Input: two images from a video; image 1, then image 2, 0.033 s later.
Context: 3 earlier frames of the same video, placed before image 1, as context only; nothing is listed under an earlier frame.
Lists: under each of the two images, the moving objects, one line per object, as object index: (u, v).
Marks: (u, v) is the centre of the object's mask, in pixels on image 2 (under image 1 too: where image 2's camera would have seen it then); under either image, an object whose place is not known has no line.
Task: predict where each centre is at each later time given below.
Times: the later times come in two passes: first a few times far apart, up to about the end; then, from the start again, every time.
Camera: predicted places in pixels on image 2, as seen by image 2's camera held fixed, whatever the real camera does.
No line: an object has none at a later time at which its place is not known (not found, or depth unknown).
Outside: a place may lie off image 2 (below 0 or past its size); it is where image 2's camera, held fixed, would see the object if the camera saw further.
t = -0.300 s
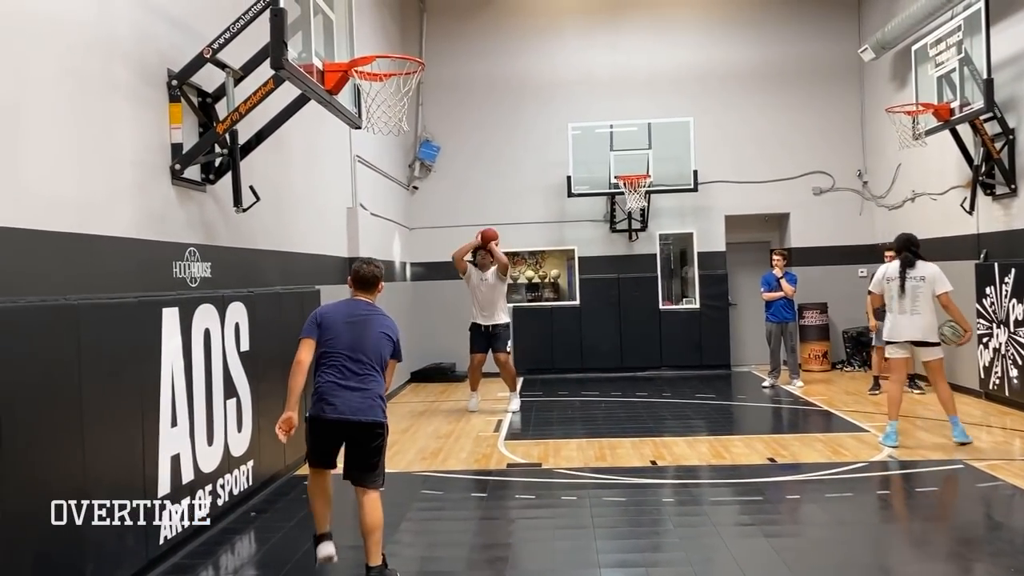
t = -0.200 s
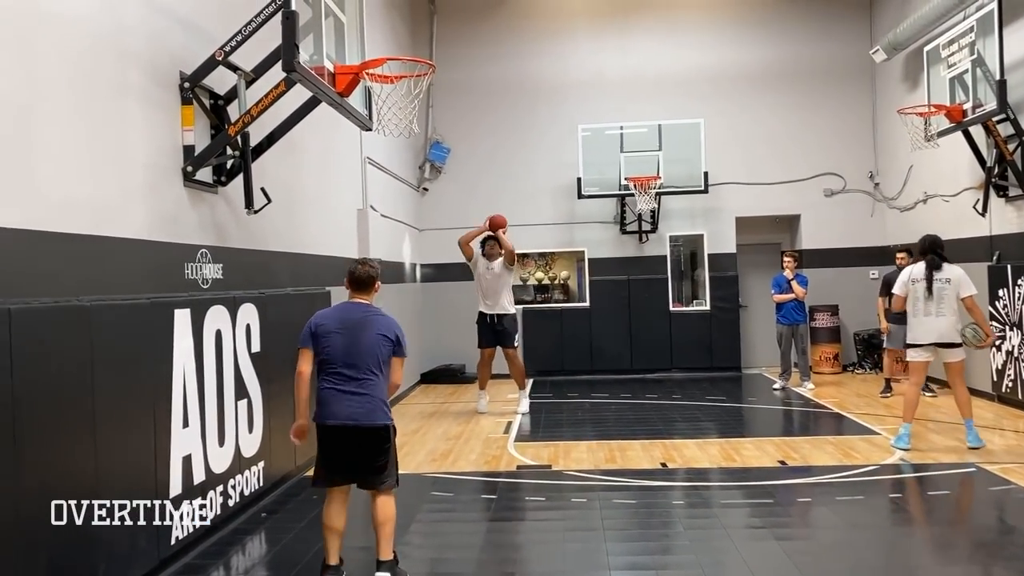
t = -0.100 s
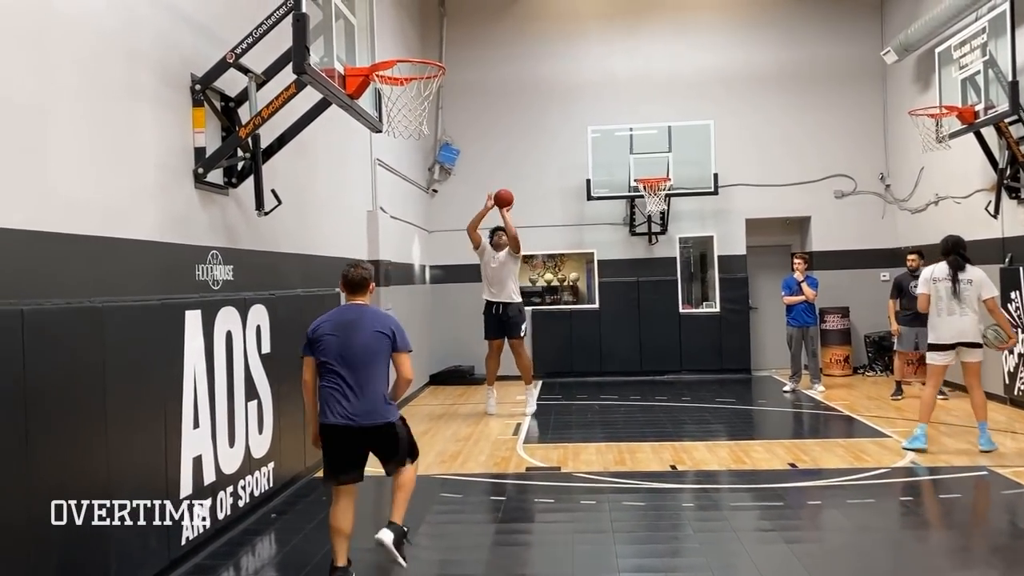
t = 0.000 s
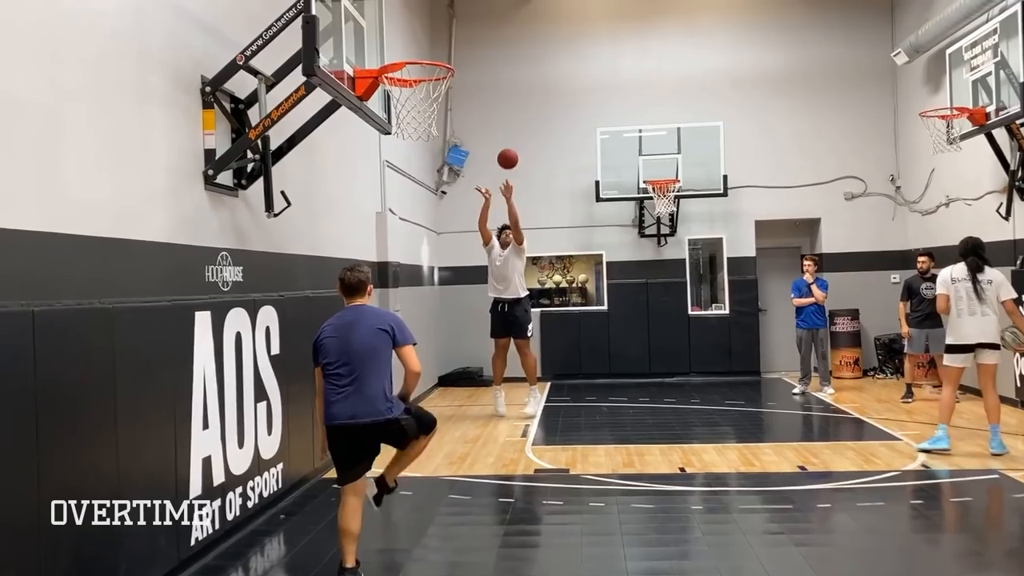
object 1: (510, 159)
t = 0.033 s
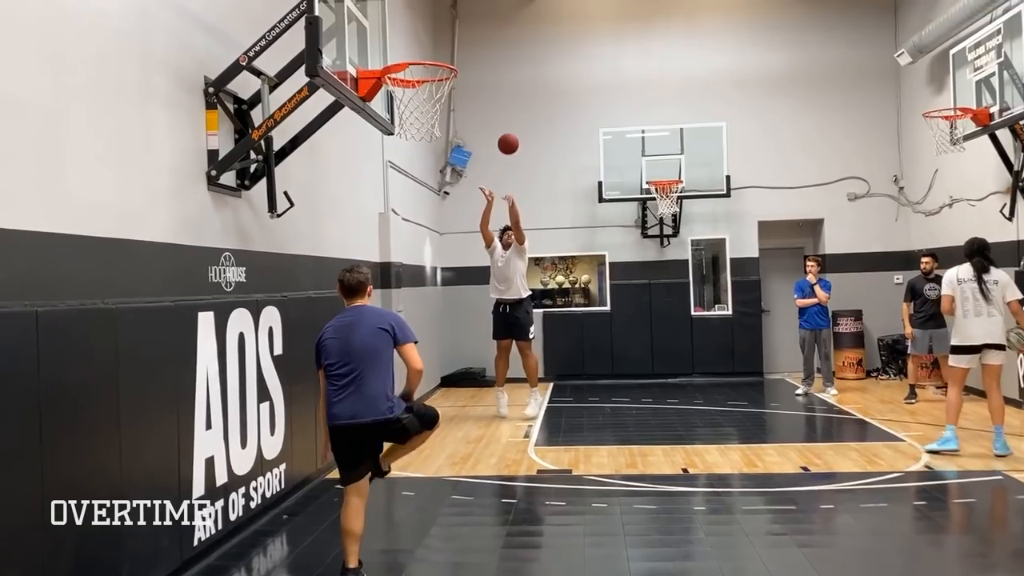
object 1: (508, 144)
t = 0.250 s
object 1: (494, 56)
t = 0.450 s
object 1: (481, 3)
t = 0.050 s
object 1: (507, 136)
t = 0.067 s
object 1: (506, 129)
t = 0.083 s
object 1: (505, 121)
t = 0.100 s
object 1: (504, 115)
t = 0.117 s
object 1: (503, 108)
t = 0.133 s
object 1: (502, 101)
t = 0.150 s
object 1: (501, 94)
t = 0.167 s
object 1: (500, 88)
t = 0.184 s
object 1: (499, 81)
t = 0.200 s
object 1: (497, 75)
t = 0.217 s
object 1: (496, 69)
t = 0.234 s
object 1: (495, 62)
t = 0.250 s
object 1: (494, 56)
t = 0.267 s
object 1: (493, 51)
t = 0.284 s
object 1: (492, 45)
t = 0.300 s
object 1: (491, 40)
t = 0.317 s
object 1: (490, 35)
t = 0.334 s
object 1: (489, 30)
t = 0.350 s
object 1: (488, 25)
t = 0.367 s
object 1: (487, 21)
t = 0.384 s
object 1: (486, 16)
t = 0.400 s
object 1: (484, 12)
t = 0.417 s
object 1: (483, 8)
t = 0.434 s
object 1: (482, 5)
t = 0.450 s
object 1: (481, 3)
